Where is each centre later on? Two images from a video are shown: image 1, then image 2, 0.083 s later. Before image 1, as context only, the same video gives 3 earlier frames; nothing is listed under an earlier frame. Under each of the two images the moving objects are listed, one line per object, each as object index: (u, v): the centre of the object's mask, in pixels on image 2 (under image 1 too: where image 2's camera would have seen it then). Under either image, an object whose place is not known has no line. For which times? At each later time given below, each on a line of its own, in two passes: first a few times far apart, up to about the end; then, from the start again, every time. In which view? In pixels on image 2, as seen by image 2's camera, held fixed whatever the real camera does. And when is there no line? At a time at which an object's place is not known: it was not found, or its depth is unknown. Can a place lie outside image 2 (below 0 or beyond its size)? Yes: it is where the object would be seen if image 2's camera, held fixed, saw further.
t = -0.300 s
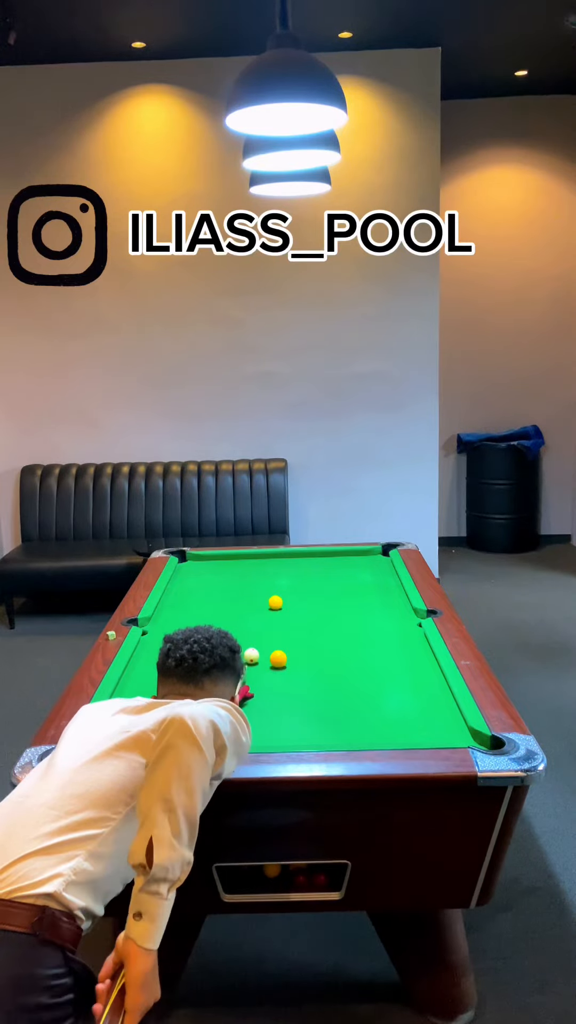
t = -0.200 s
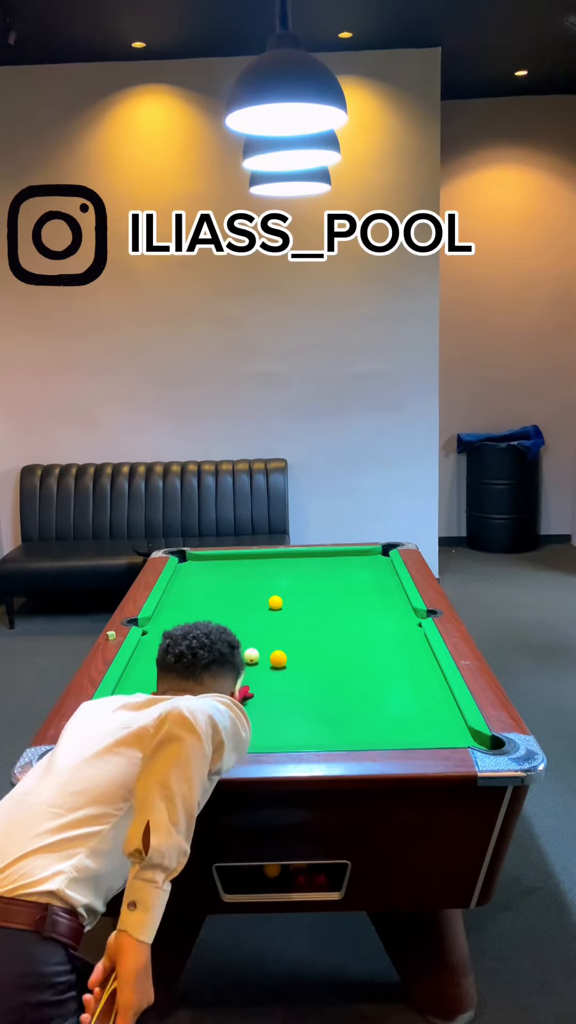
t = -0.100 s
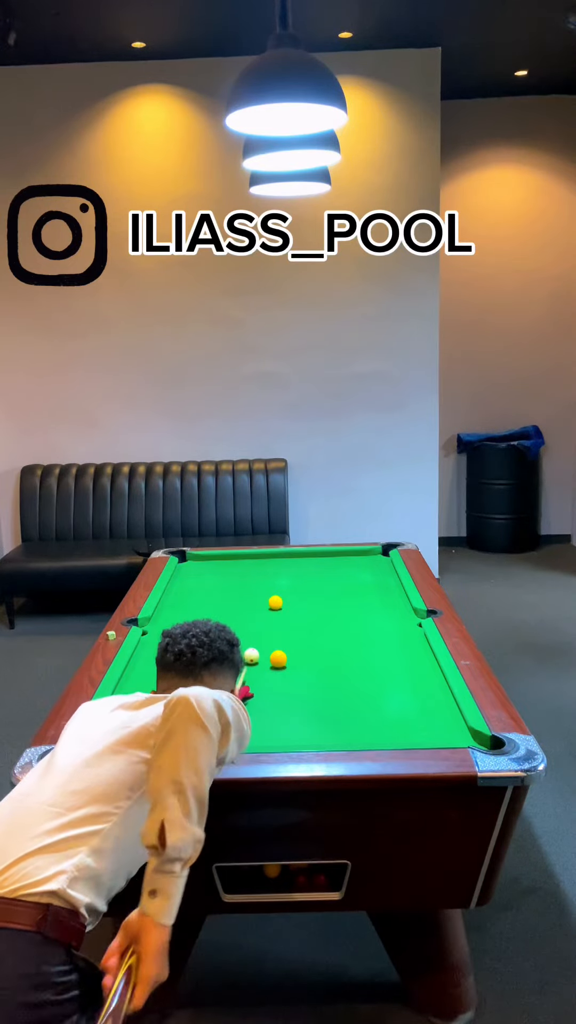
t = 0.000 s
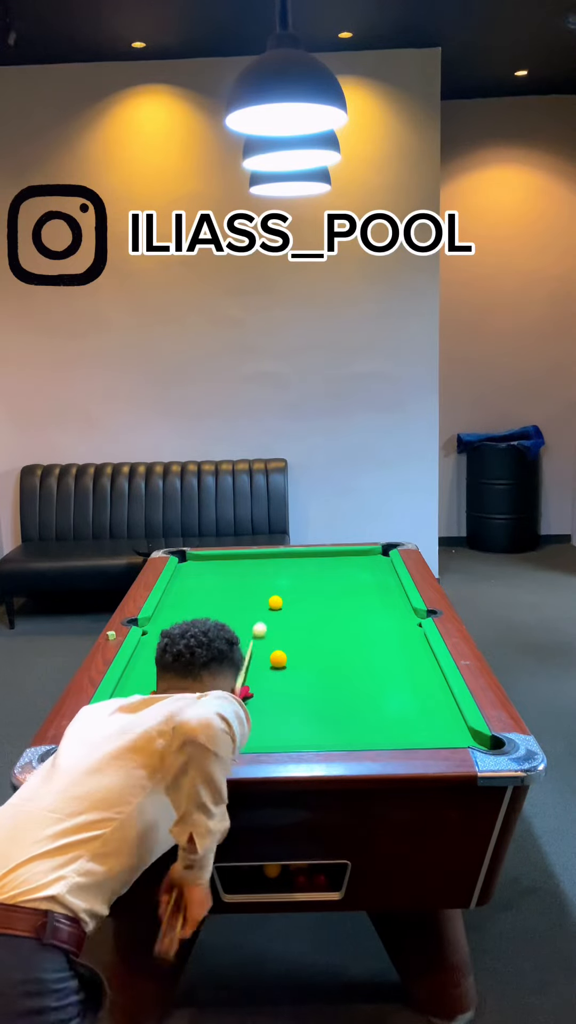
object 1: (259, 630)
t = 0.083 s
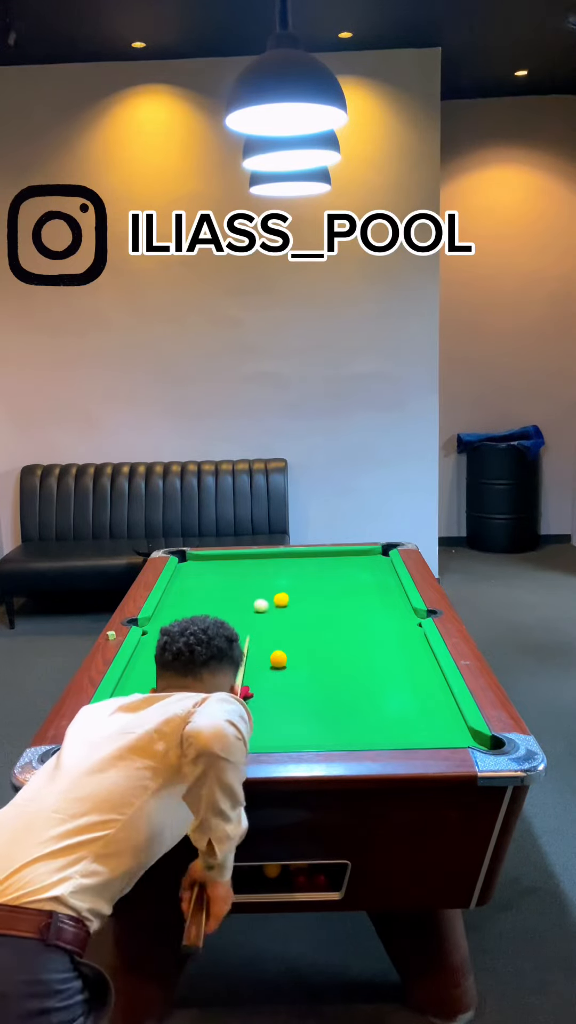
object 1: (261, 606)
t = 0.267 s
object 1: (198, 591)
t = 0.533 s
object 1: (208, 575)
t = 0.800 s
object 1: (256, 563)
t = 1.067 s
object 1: (297, 555)
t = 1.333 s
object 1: (336, 561)
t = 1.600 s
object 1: (375, 567)
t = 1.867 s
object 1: (373, 575)
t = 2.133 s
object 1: (344, 583)
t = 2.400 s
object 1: (316, 591)
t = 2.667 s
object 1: (288, 599)
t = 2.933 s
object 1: (260, 607)
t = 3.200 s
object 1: (232, 616)
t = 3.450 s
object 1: (205, 624)
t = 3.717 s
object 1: (178, 632)
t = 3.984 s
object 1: (151, 640)
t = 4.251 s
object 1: (157, 644)
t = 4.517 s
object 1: (170, 647)
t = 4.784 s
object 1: (183, 650)
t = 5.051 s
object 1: (193, 652)
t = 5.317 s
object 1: (200, 654)
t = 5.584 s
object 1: (206, 656)
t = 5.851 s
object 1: (209, 657)
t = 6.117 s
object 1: (211, 658)
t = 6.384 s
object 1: (211, 658)
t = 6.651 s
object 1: (211, 658)
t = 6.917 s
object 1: (211, 658)
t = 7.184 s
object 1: (211, 658)
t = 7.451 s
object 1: (211, 658)
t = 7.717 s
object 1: (211, 658)
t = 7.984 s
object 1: (211, 658)
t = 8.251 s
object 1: (211, 657)
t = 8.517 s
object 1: (211, 657)
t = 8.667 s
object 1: (211, 657)
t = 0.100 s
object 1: (254, 604)
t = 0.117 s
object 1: (247, 603)
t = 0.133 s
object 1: (240, 602)
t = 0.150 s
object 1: (234, 601)
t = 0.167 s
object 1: (228, 600)
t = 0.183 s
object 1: (222, 598)
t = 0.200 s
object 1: (217, 597)
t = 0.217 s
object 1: (211, 595)
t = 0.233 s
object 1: (207, 594)
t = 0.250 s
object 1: (202, 593)
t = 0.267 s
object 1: (198, 591)
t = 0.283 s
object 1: (193, 590)
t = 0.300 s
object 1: (189, 588)
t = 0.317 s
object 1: (185, 587)
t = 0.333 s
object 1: (181, 586)
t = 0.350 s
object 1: (176, 584)
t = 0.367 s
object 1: (173, 583)
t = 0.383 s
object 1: (177, 582)
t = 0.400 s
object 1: (181, 581)
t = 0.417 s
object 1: (185, 580)
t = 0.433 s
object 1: (188, 579)
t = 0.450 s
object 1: (192, 579)
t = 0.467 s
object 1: (195, 578)
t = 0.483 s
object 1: (198, 577)
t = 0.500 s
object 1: (202, 576)
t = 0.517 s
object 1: (205, 576)
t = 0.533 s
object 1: (208, 575)
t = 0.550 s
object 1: (211, 574)
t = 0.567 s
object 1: (214, 573)
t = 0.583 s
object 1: (217, 573)
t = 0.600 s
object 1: (221, 572)
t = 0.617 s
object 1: (223, 571)
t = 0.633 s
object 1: (227, 570)
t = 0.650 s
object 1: (230, 570)
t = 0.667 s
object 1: (232, 569)
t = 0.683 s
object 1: (236, 568)
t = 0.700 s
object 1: (238, 567)
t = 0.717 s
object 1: (241, 567)
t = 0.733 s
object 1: (244, 566)
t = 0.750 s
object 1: (247, 565)
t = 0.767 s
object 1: (250, 565)
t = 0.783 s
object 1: (253, 564)
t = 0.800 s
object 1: (256, 563)
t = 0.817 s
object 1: (258, 563)
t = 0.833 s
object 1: (261, 562)
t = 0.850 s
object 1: (264, 561)
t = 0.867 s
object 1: (267, 561)
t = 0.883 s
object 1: (269, 560)
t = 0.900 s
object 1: (272, 559)
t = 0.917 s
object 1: (275, 559)
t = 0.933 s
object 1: (277, 558)
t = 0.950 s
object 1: (280, 557)
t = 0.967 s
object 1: (282, 557)
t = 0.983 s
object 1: (285, 556)
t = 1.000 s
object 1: (287, 555)
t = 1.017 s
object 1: (290, 555)
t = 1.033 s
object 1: (293, 554)
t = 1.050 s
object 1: (295, 555)
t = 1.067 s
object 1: (297, 555)
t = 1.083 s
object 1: (300, 555)
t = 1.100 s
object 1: (302, 556)
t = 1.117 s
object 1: (304, 556)
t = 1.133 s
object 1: (307, 556)
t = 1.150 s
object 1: (309, 557)
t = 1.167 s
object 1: (312, 557)
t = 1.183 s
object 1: (314, 557)
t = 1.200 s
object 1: (316, 558)
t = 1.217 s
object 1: (319, 558)
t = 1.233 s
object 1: (321, 559)
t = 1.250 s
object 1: (324, 559)
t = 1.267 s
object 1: (326, 559)
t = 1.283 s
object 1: (329, 560)
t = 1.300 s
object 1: (331, 560)
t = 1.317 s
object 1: (333, 561)
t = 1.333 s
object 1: (336, 561)
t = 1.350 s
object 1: (338, 561)
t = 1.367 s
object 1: (341, 562)
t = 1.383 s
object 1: (343, 562)
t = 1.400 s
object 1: (346, 563)
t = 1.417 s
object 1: (348, 563)
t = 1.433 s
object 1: (351, 563)
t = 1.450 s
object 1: (353, 564)
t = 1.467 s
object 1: (355, 564)
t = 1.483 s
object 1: (358, 564)
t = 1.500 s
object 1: (360, 565)
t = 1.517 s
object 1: (363, 565)
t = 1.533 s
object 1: (365, 566)
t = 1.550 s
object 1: (368, 566)
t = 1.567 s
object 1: (370, 566)
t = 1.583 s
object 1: (373, 567)
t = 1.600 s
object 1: (375, 567)
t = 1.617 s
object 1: (378, 568)
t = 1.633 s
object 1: (380, 568)
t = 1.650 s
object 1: (383, 569)
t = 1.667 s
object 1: (385, 569)
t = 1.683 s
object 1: (387, 569)
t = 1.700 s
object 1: (390, 570)
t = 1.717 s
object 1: (388, 570)
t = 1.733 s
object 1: (386, 571)
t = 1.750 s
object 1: (384, 571)
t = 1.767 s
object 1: (383, 572)
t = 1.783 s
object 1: (381, 572)
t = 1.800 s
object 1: (379, 573)
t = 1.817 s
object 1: (377, 573)
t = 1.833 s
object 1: (376, 574)
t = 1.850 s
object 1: (374, 574)
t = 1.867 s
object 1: (373, 575)
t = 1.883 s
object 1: (371, 575)
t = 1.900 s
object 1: (369, 576)
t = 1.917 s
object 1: (367, 576)
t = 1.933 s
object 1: (365, 577)
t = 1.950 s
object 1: (364, 577)
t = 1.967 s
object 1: (362, 578)
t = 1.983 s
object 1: (360, 578)
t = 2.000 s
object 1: (358, 579)
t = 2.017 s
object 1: (356, 579)
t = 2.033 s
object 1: (355, 580)
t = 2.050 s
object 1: (353, 580)
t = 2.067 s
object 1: (351, 581)
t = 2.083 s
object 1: (350, 581)
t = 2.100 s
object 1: (348, 582)
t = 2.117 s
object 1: (346, 582)
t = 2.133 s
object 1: (344, 583)
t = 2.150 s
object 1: (342, 583)
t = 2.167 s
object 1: (341, 584)
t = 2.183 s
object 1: (339, 584)
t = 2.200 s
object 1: (337, 585)
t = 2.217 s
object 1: (335, 585)
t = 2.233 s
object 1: (334, 586)
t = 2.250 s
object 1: (332, 586)
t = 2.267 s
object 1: (330, 587)
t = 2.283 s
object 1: (328, 587)
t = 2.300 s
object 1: (327, 588)
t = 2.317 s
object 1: (325, 588)
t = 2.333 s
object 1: (323, 589)
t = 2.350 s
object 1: (321, 589)
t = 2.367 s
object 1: (320, 590)
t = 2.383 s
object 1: (318, 590)
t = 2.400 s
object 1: (316, 591)
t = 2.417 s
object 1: (314, 592)
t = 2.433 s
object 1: (312, 592)
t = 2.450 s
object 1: (311, 592)
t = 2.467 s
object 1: (309, 593)
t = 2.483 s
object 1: (307, 593)
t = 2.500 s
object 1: (306, 594)
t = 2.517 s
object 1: (304, 594)
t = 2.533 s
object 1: (302, 595)
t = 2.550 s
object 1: (300, 596)
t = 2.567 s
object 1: (299, 596)
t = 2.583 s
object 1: (297, 597)
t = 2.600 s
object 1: (295, 597)
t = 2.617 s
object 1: (294, 597)
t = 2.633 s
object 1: (292, 598)
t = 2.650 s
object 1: (290, 599)
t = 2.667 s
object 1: (288, 599)
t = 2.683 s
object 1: (286, 600)
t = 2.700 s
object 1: (284, 600)
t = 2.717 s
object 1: (283, 601)
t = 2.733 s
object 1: (281, 601)
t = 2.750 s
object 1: (279, 602)
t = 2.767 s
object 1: (278, 602)
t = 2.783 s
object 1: (276, 603)
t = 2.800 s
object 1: (274, 603)
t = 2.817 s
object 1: (272, 604)
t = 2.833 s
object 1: (271, 604)
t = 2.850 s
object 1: (269, 605)
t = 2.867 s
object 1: (267, 605)
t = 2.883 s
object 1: (265, 606)
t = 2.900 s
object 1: (263, 606)
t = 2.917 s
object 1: (262, 607)
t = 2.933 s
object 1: (260, 607)
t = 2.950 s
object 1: (258, 608)
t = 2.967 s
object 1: (256, 608)
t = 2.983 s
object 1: (255, 609)
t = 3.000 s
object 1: (253, 609)
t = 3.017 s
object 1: (251, 610)
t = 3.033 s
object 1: (249, 610)
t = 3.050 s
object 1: (247, 611)
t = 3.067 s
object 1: (246, 612)
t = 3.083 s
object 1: (244, 612)
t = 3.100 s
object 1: (242, 613)
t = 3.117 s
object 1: (240, 613)
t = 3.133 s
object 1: (239, 614)
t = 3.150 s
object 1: (237, 614)
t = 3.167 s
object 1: (235, 615)
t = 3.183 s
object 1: (233, 615)
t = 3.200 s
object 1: (232, 616)
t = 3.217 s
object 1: (230, 616)
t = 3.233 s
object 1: (228, 617)
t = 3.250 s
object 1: (227, 617)
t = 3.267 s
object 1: (225, 618)
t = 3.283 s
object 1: (223, 618)
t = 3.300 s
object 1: (221, 619)
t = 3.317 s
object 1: (219, 620)
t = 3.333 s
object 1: (218, 620)
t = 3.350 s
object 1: (216, 620)
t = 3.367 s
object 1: (214, 621)
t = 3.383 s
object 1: (212, 621)
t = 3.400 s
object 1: (211, 622)
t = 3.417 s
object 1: (209, 623)
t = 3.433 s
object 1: (207, 623)
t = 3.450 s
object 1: (205, 624)
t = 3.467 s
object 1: (204, 624)
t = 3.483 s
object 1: (202, 624)
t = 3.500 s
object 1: (200, 625)
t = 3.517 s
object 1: (198, 626)
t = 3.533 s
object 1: (197, 626)
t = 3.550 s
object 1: (195, 627)
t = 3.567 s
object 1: (193, 627)
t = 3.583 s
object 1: (192, 628)
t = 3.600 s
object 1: (190, 628)
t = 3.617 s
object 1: (188, 629)
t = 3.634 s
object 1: (186, 629)
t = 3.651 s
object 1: (185, 630)
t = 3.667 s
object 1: (183, 630)
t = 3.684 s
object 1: (181, 631)
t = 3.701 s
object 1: (180, 631)
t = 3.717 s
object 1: (178, 632)
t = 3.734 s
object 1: (176, 632)
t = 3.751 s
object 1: (174, 633)
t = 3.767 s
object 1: (173, 633)
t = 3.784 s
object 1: (171, 634)
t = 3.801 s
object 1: (169, 634)
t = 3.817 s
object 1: (168, 635)
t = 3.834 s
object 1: (166, 635)
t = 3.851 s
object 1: (164, 636)
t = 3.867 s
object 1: (162, 636)
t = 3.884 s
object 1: (161, 637)
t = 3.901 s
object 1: (159, 637)
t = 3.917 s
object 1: (157, 638)
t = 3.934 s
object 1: (156, 638)
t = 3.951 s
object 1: (154, 639)
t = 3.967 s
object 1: (153, 639)
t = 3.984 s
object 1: (151, 640)
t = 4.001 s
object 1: (149, 640)
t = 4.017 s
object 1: (147, 640)
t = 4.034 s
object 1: (146, 641)
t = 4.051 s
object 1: (146, 641)
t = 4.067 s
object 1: (147, 642)
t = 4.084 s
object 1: (148, 642)
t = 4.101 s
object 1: (149, 642)
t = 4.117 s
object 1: (149, 642)
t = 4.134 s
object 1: (150, 642)
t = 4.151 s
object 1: (151, 642)
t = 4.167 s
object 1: (153, 643)
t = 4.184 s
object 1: (154, 643)
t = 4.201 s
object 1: (155, 643)
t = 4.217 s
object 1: (155, 643)
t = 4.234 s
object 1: (156, 644)
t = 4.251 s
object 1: (157, 644)
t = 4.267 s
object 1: (158, 644)
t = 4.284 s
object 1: (159, 644)
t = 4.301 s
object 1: (160, 645)
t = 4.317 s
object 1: (161, 645)
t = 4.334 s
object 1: (161, 645)
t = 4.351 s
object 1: (162, 645)
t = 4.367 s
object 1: (163, 645)
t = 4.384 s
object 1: (164, 645)
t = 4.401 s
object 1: (165, 646)
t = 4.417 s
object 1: (166, 646)
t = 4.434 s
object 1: (167, 646)
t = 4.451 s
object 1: (167, 646)
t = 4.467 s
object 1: (168, 646)
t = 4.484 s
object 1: (169, 646)
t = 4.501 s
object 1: (170, 647)
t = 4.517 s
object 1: (170, 647)
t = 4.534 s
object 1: (171, 647)
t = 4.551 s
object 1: (172, 647)
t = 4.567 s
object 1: (173, 647)
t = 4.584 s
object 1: (174, 648)
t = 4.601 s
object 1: (174, 648)
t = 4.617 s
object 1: (175, 648)
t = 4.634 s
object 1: (176, 648)
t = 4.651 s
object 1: (177, 649)
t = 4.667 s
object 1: (177, 649)
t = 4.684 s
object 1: (178, 649)
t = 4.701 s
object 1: (179, 649)
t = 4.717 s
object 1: (180, 649)
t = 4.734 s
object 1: (180, 649)
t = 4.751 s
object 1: (181, 649)
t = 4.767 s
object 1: (182, 650)
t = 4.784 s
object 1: (183, 650)
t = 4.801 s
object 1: (183, 650)
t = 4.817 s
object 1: (184, 650)
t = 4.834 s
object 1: (184, 650)
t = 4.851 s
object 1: (185, 650)
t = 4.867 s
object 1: (186, 651)
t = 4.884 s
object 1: (186, 651)
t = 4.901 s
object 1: (187, 651)
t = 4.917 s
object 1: (188, 651)
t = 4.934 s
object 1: (188, 651)
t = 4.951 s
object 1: (189, 651)
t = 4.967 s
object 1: (190, 651)
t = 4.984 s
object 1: (190, 652)
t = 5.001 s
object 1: (191, 652)
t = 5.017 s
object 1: (192, 652)
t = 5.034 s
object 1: (192, 652)
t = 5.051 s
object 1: (193, 652)
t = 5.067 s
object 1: (193, 652)
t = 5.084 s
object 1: (194, 652)
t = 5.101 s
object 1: (194, 653)
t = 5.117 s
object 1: (195, 653)
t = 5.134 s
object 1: (195, 653)
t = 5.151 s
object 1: (196, 653)
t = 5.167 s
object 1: (196, 653)
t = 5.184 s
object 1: (197, 653)
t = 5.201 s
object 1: (197, 653)
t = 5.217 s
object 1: (198, 654)
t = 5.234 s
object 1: (198, 654)
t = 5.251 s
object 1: (199, 654)
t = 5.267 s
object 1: (199, 654)
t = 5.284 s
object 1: (199, 654)
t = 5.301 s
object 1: (200, 654)
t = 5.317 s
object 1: (200, 654)
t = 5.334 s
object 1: (201, 654)
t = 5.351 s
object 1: (201, 655)
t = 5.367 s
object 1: (202, 655)
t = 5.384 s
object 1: (202, 655)
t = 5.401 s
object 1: (202, 655)
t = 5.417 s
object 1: (203, 655)
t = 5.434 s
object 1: (203, 655)
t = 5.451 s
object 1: (203, 655)
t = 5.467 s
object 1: (204, 655)
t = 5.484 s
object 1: (204, 655)
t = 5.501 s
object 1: (204, 655)
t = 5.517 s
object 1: (205, 656)
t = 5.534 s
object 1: (205, 656)
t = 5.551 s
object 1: (205, 656)
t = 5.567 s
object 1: (205, 656)
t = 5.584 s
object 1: (206, 656)
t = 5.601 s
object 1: (206, 656)
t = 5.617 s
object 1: (206, 656)
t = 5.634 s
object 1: (207, 656)
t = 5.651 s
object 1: (207, 656)
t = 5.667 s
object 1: (207, 657)
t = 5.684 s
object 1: (207, 656)
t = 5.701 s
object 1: (208, 657)
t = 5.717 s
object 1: (208, 657)
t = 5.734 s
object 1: (208, 657)
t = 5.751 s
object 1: (208, 657)
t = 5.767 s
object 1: (208, 657)
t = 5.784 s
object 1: (209, 657)
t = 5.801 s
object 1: (209, 657)
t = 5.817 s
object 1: (209, 657)
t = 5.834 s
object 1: (209, 657)
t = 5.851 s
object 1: (209, 657)
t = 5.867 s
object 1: (209, 657)
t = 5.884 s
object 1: (210, 657)
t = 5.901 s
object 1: (210, 657)
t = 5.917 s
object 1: (210, 657)
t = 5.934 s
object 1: (210, 657)
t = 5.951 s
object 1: (210, 658)
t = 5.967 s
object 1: (210, 658)
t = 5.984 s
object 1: (210, 657)
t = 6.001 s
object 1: (211, 658)
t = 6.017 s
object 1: (211, 657)
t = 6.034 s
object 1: (211, 658)
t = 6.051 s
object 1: (211, 658)
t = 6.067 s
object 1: (211, 658)
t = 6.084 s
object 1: (211, 658)
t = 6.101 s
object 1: (211, 658)
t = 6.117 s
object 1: (211, 658)
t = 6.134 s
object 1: (211, 658)
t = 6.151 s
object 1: (211, 658)
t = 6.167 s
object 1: (211, 658)
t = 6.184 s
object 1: (211, 658)
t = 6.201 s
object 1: (211, 658)
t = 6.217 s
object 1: (211, 658)
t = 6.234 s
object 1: (211, 658)
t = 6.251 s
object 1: (211, 658)
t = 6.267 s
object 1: (211, 658)
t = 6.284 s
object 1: (211, 658)
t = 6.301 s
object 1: (211, 658)
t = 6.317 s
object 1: (211, 658)
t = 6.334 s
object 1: (211, 658)
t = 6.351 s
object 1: (211, 658)
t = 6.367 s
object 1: (211, 658)
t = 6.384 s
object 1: (211, 658)
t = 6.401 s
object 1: (211, 658)
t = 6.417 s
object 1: (211, 658)
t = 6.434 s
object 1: (211, 658)
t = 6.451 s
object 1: (211, 658)
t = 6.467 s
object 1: (211, 658)
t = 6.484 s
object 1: (211, 658)
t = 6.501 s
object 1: (211, 658)
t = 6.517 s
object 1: (211, 658)
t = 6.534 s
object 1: (211, 658)
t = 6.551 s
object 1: (211, 658)
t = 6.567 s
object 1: (211, 658)
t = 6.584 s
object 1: (211, 658)
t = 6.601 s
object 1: (211, 658)
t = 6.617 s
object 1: (211, 658)
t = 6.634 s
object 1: (211, 658)
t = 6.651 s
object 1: (211, 658)
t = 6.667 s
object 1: (211, 658)
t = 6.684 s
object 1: (210, 658)
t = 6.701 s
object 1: (211, 658)
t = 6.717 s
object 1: (211, 658)
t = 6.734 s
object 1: (211, 658)
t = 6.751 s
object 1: (211, 658)
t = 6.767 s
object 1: (211, 658)
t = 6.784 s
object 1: (211, 658)
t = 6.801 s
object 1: (211, 658)
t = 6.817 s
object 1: (211, 658)
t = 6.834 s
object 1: (211, 658)
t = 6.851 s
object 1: (211, 658)
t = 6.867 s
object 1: (211, 658)
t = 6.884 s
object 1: (211, 658)
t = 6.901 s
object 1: (211, 657)
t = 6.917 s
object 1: (211, 658)
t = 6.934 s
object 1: (211, 658)
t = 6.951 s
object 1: (211, 658)
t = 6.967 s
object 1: (211, 658)
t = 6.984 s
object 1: (211, 658)
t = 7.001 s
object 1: (211, 658)
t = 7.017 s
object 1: (211, 658)
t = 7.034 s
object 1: (211, 658)
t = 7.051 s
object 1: (211, 658)
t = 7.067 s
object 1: (211, 658)
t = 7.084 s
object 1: (211, 658)
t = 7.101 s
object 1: (211, 658)
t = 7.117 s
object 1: (211, 658)
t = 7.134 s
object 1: (211, 658)
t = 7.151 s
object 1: (211, 658)
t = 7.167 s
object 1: (211, 658)
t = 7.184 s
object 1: (211, 658)
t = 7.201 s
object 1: (211, 658)
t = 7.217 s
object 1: (211, 658)
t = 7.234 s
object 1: (211, 658)
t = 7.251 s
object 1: (211, 658)
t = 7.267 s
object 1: (211, 658)
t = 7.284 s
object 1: (211, 658)
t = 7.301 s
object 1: (211, 658)
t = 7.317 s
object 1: (211, 658)
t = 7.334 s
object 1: (211, 658)
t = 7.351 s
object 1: (211, 658)
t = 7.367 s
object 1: (211, 658)
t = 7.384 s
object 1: (211, 658)
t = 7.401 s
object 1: (211, 658)
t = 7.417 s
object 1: (211, 658)
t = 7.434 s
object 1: (211, 658)
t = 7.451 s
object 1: (211, 658)
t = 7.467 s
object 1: (211, 657)
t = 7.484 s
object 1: (211, 658)
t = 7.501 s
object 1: (211, 658)
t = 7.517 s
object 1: (211, 658)
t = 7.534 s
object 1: (211, 658)
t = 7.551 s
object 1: (211, 658)
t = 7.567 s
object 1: (211, 658)
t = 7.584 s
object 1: (211, 658)
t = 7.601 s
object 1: (211, 658)
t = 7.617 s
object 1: (211, 658)
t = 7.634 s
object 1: (211, 658)
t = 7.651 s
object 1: (211, 658)
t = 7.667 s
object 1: (211, 658)
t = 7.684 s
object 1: (211, 658)
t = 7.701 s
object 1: (211, 658)
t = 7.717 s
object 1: (211, 658)
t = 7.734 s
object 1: (211, 658)
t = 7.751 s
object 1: (211, 658)
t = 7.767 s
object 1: (211, 657)
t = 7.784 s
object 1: (211, 658)
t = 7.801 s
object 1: (211, 658)
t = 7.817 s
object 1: (211, 658)
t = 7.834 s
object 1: (211, 657)
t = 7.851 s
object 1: (211, 658)
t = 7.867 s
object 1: (211, 657)
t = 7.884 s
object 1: (211, 658)
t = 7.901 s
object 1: (211, 658)
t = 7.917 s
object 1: (211, 657)
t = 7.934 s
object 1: (211, 658)
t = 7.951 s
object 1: (211, 658)
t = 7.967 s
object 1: (211, 658)
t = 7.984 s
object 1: (211, 658)
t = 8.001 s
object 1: (211, 658)
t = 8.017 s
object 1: (211, 657)
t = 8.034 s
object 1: (211, 657)
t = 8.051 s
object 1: (211, 658)
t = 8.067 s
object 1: (211, 657)
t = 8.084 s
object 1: (211, 657)
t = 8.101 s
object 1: (210, 658)
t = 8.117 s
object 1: (211, 657)
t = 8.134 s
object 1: (211, 658)
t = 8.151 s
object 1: (211, 657)
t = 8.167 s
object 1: (211, 658)
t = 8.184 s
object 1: (211, 658)
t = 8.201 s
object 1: (211, 657)
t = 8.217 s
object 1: (211, 658)
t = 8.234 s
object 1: (211, 657)
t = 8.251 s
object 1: (211, 657)
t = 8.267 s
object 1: (211, 657)
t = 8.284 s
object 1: (211, 657)
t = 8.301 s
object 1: (211, 658)
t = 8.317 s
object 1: (211, 657)
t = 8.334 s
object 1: (211, 658)
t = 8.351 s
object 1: (211, 658)
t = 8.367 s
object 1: (211, 658)
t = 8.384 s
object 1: (210, 658)
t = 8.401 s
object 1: (211, 657)
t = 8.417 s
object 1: (211, 657)
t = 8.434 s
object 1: (211, 657)
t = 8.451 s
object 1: (211, 658)
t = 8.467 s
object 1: (211, 657)
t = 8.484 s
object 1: (211, 657)
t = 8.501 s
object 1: (211, 657)
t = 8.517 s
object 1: (211, 657)
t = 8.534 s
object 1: (211, 657)
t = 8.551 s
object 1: (211, 657)
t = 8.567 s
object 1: (211, 658)
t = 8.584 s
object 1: (210, 658)
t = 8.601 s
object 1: (211, 658)
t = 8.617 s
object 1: (211, 658)
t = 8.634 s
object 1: (211, 657)
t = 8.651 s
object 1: (211, 657)
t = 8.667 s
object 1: (211, 657)
